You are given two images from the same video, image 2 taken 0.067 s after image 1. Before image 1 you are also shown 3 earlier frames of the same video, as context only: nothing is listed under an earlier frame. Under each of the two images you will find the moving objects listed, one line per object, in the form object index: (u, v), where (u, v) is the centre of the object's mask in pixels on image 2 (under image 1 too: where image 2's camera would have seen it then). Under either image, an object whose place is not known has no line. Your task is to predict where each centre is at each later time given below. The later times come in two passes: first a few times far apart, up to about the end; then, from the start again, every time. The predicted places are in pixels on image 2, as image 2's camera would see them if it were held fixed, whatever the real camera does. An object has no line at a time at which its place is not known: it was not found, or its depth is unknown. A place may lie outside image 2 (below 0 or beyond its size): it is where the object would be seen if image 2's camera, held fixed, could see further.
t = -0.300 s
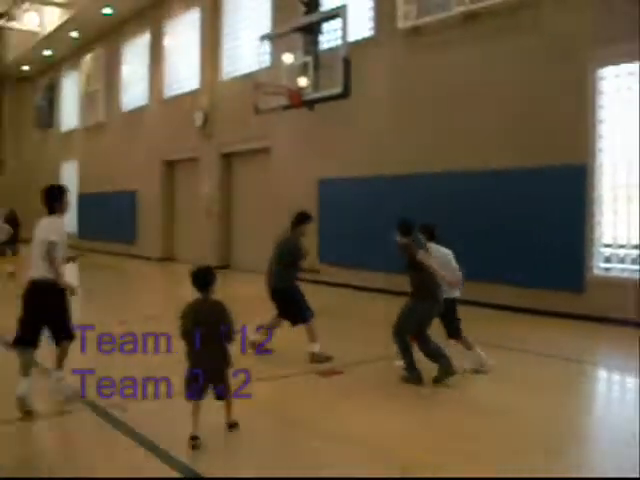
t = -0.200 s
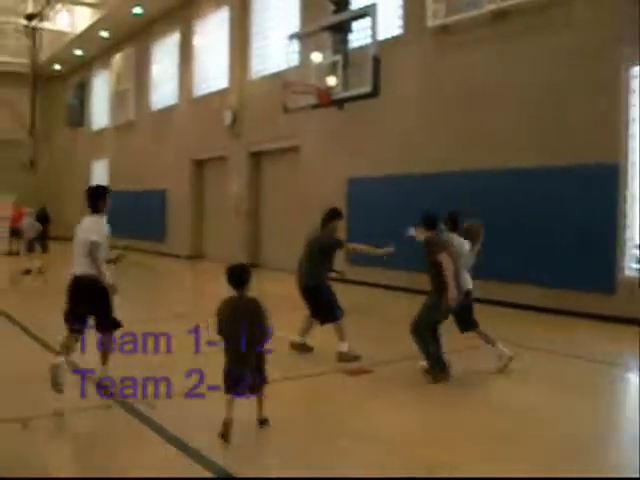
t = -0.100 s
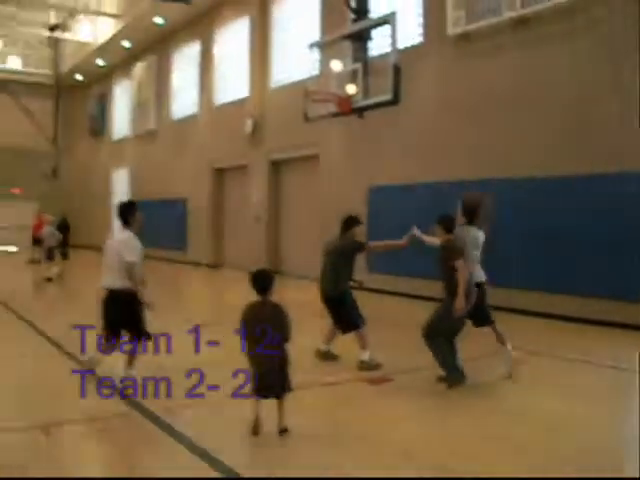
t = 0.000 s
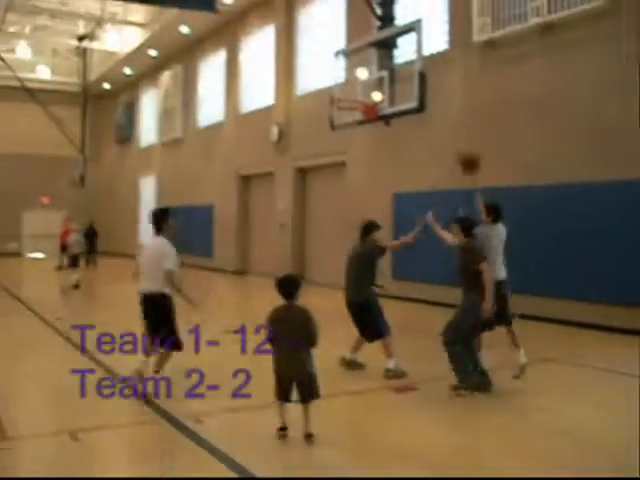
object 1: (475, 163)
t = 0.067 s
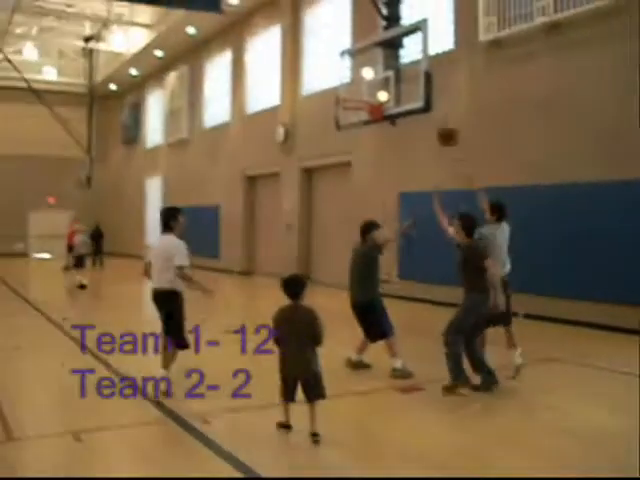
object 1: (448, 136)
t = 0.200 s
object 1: (390, 97)
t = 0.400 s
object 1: (301, 75)
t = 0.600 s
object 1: (217, 89)
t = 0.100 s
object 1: (433, 124)
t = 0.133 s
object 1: (418, 114)
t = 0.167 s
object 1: (404, 105)
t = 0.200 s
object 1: (390, 97)
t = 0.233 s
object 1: (374, 91)
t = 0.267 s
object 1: (359, 86)
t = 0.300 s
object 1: (346, 81)
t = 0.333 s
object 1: (330, 79)
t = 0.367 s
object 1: (316, 76)
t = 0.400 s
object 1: (301, 75)
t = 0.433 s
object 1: (289, 76)
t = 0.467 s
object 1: (274, 76)
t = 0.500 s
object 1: (258, 78)
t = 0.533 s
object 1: (244, 81)
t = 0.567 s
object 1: (232, 84)
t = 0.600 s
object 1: (217, 89)
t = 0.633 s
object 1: (203, 95)
